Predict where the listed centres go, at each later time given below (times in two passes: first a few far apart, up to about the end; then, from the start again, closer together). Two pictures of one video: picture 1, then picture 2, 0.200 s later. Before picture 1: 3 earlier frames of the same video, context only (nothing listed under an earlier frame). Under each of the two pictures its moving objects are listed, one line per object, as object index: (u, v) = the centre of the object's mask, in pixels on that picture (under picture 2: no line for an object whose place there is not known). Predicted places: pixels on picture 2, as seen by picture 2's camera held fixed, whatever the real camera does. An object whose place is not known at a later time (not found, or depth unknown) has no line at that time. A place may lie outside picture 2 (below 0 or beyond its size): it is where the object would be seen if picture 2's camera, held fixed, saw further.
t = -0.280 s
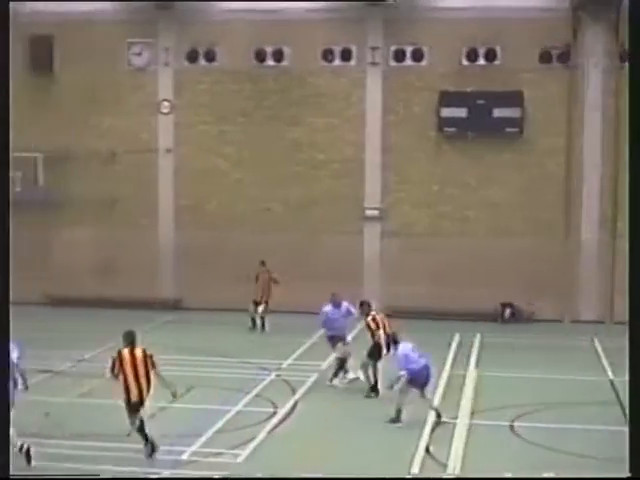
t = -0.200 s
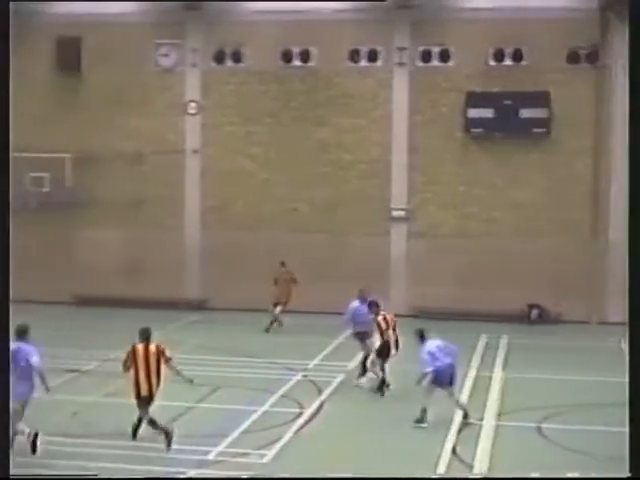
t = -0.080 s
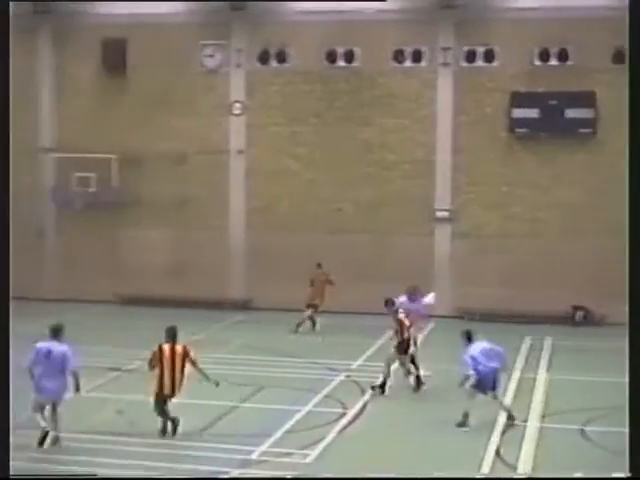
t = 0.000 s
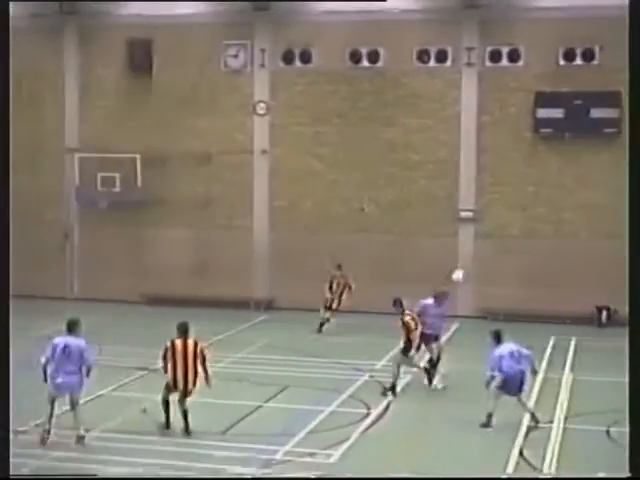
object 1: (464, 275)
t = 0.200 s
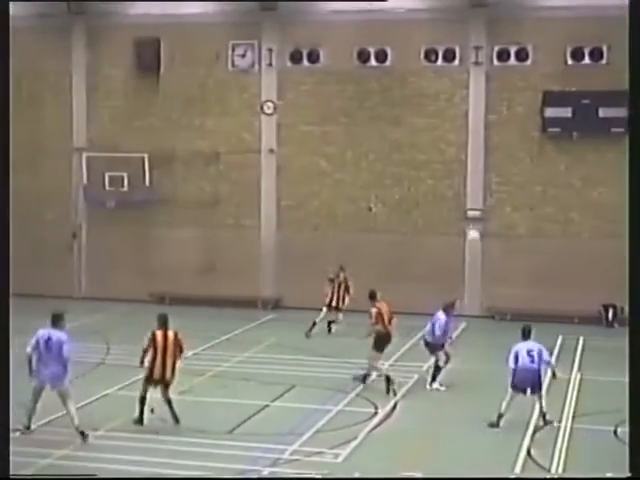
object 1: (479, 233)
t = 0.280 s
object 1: (481, 225)
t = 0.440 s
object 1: (479, 221)
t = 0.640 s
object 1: (483, 230)
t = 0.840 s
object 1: (485, 258)
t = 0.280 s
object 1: (481, 225)
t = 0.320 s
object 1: (477, 224)
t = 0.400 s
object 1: (478, 220)
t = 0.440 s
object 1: (479, 221)
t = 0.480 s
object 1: (480, 221)
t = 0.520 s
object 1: (481, 222)
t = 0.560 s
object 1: (482, 224)
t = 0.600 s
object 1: (484, 227)
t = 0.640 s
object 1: (483, 230)
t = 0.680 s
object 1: (483, 234)
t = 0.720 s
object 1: (483, 239)
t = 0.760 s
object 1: (483, 245)
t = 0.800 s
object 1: (484, 251)
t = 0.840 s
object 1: (485, 258)
